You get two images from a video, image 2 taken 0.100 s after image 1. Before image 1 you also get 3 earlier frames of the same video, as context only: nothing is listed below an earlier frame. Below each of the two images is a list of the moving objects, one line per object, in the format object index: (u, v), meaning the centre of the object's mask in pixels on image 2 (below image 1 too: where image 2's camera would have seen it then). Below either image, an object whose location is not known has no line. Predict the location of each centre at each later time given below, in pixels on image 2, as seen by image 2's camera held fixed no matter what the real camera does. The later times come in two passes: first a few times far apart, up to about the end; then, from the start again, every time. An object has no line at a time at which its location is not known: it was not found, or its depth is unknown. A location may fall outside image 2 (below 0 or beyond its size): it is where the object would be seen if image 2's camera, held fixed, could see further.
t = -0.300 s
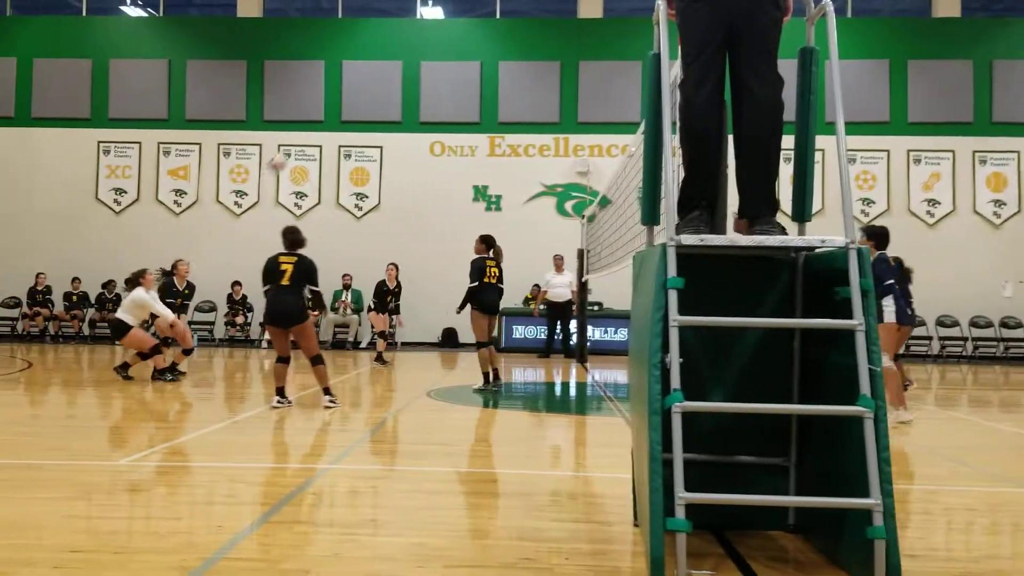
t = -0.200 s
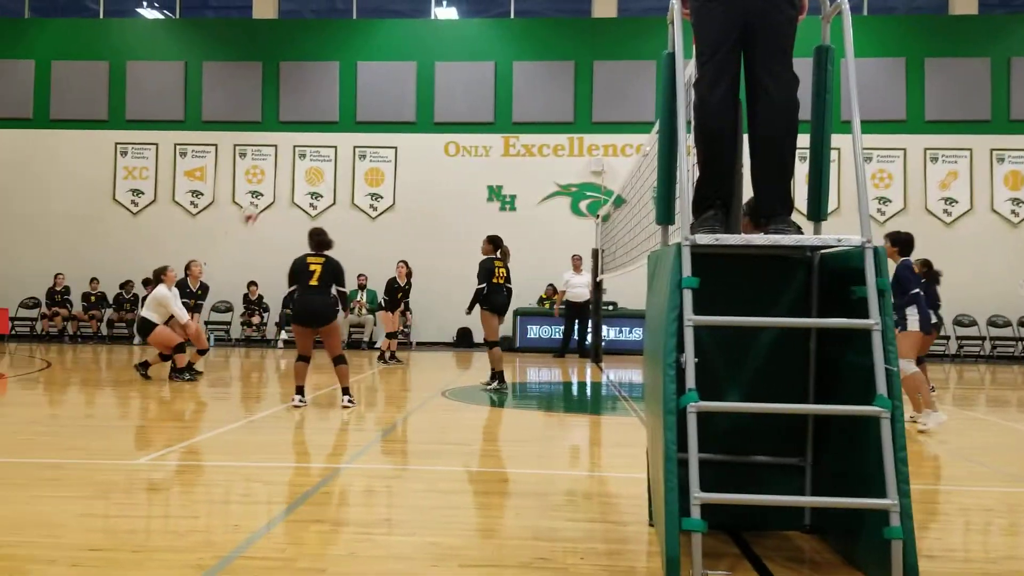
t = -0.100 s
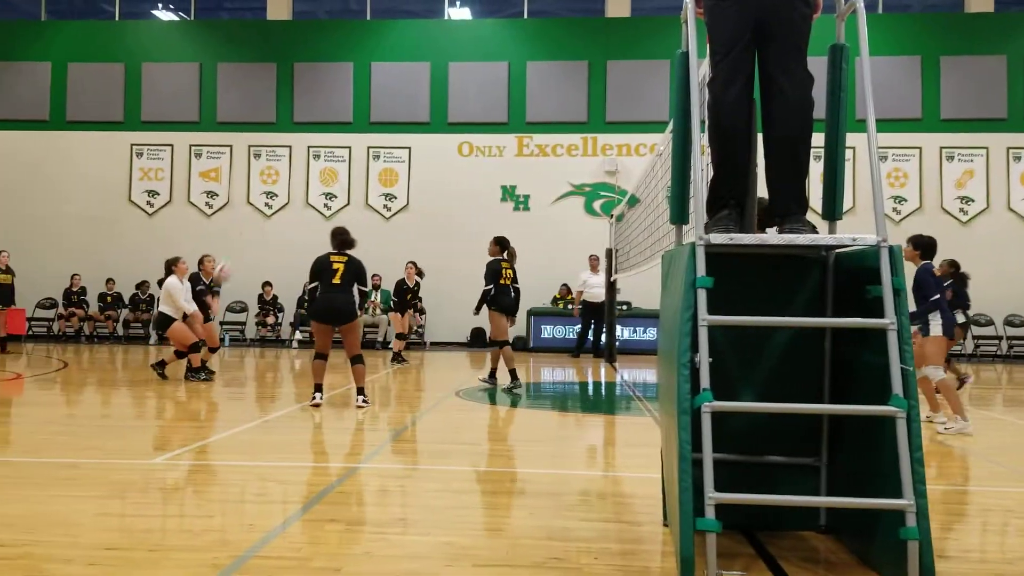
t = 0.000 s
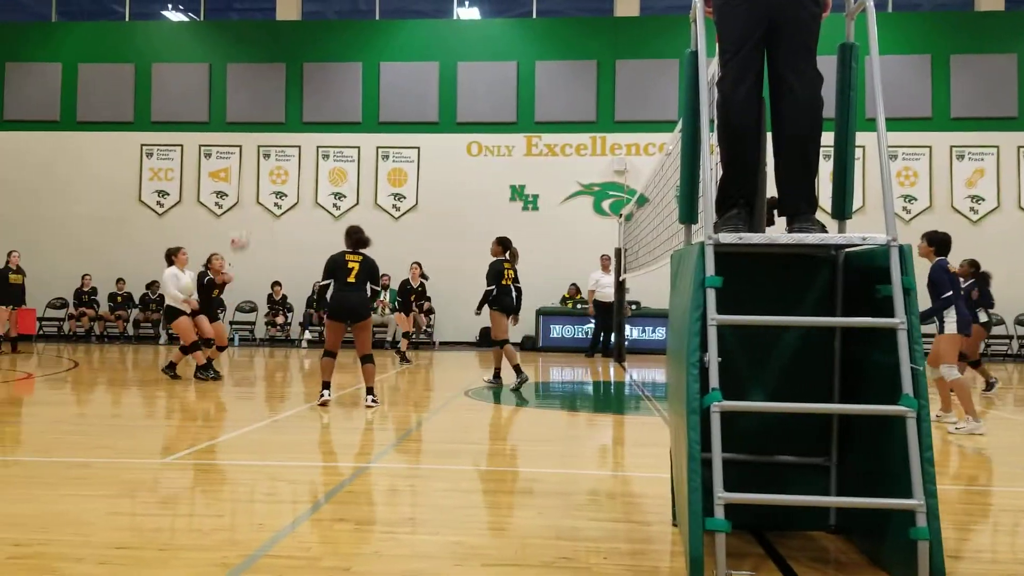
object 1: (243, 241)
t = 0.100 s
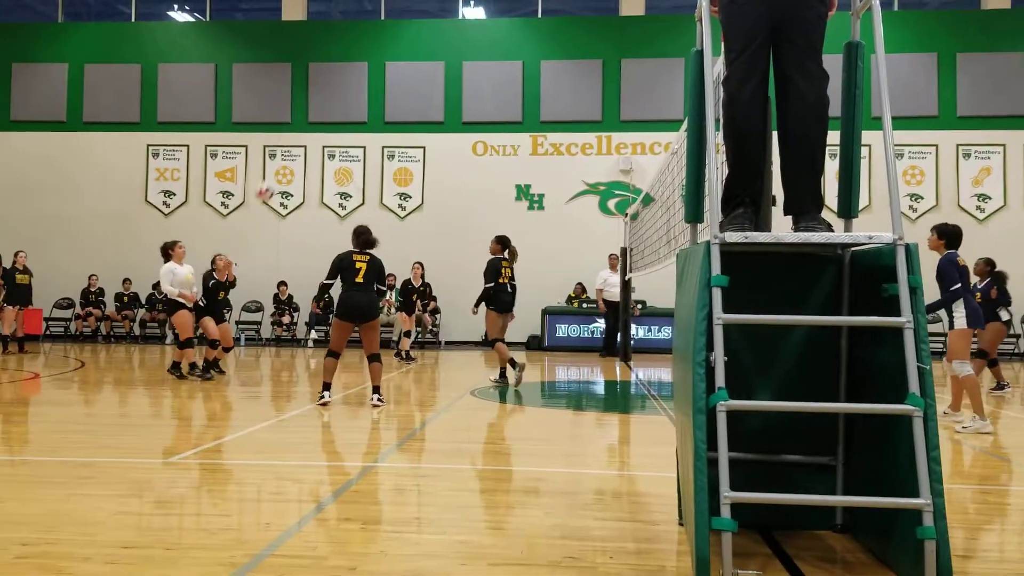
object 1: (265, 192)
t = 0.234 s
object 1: (294, 135)
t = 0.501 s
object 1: (351, 69)
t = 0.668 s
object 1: (388, 59)
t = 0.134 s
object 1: (272, 177)
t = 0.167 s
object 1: (279, 161)
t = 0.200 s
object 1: (287, 148)
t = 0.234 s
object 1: (294, 135)
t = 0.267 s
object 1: (301, 123)
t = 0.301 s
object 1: (307, 113)
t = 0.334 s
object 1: (314, 102)
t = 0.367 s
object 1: (322, 94)
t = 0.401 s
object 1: (330, 86)
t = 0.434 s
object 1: (337, 80)
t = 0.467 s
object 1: (344, 74)
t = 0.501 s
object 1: (351, 69)
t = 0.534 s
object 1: (358, 65)
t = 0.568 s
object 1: (366, 63)
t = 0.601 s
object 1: (373, 60)
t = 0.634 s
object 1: (381, 60)
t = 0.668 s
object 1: (388, 59)
